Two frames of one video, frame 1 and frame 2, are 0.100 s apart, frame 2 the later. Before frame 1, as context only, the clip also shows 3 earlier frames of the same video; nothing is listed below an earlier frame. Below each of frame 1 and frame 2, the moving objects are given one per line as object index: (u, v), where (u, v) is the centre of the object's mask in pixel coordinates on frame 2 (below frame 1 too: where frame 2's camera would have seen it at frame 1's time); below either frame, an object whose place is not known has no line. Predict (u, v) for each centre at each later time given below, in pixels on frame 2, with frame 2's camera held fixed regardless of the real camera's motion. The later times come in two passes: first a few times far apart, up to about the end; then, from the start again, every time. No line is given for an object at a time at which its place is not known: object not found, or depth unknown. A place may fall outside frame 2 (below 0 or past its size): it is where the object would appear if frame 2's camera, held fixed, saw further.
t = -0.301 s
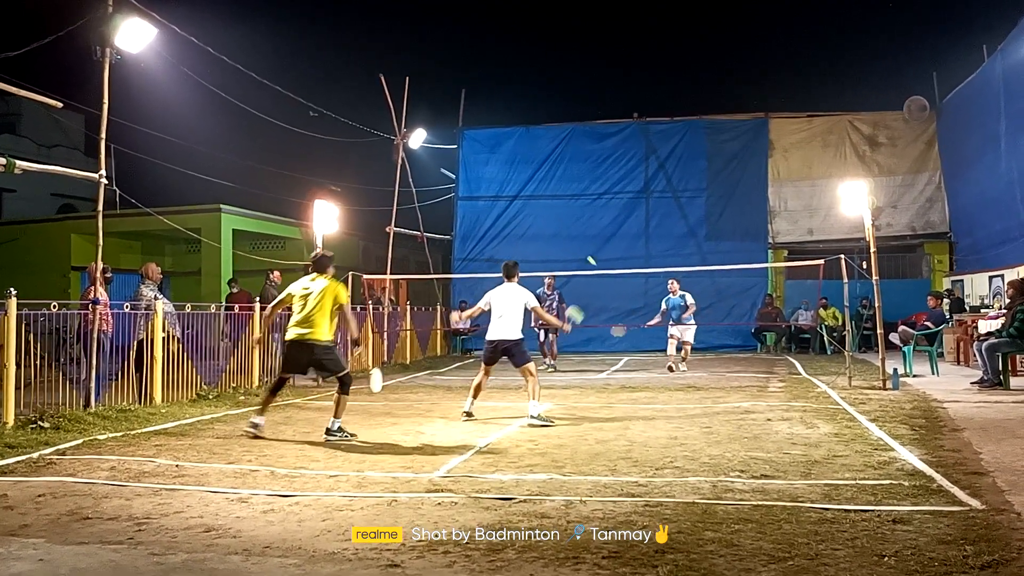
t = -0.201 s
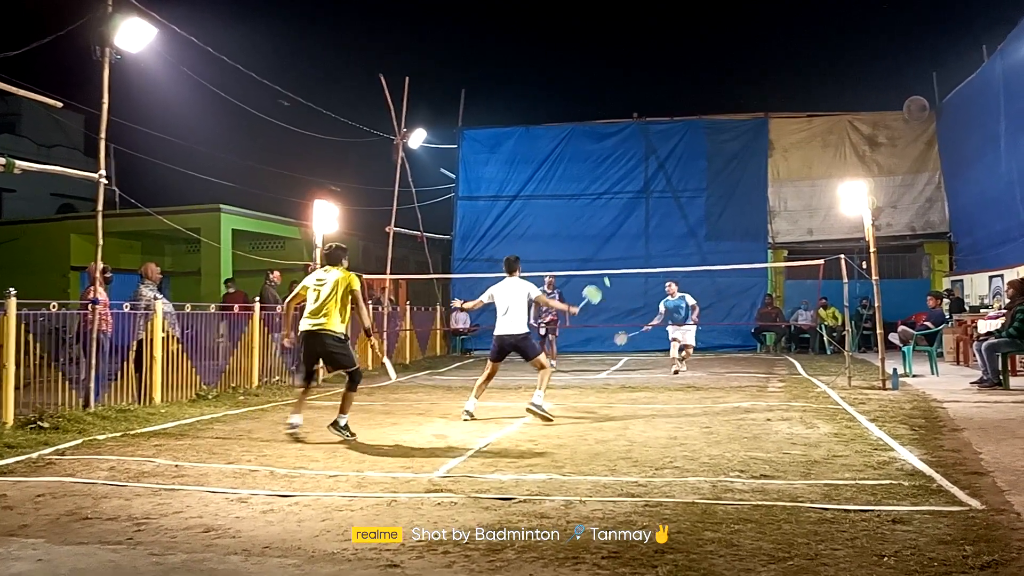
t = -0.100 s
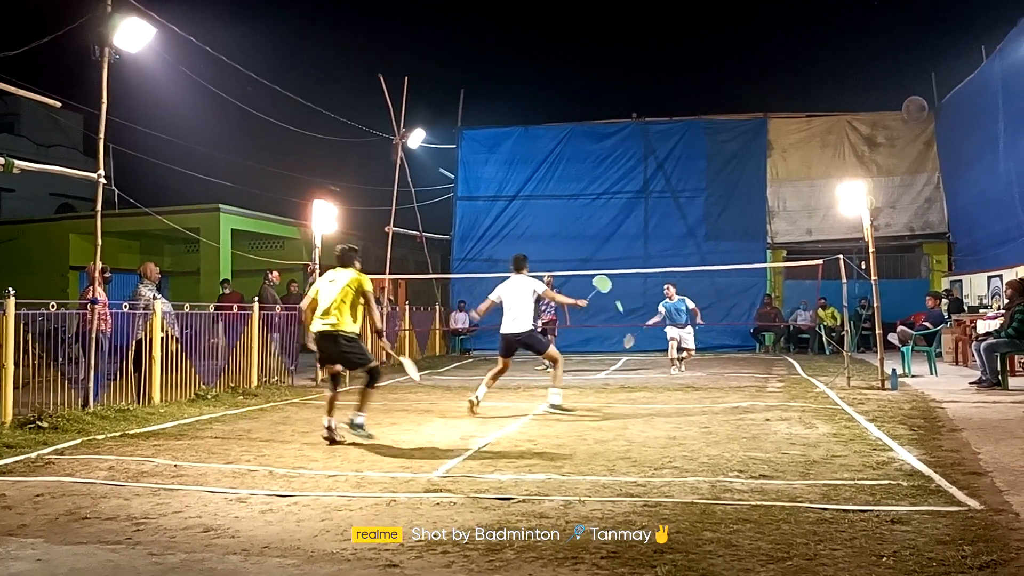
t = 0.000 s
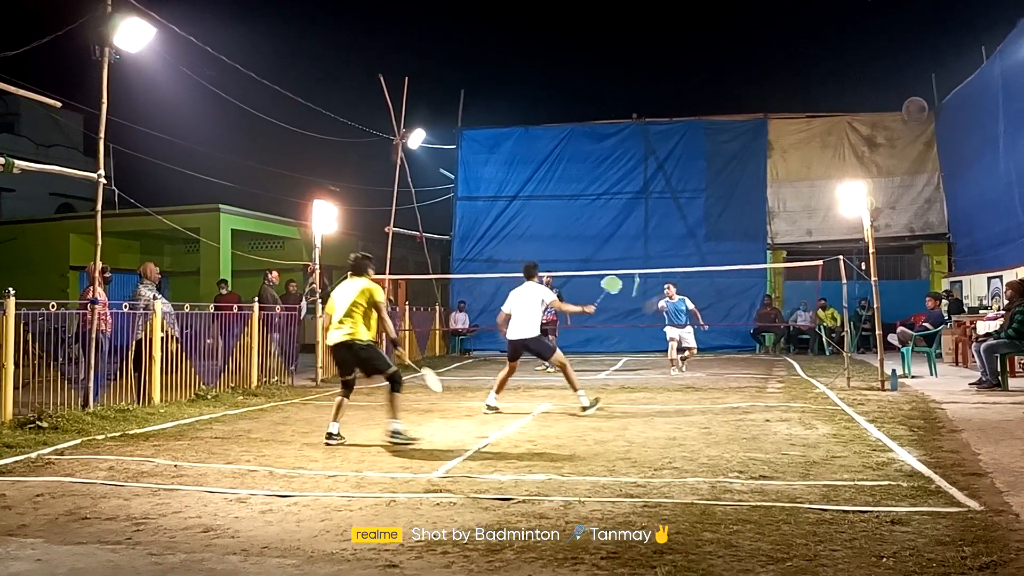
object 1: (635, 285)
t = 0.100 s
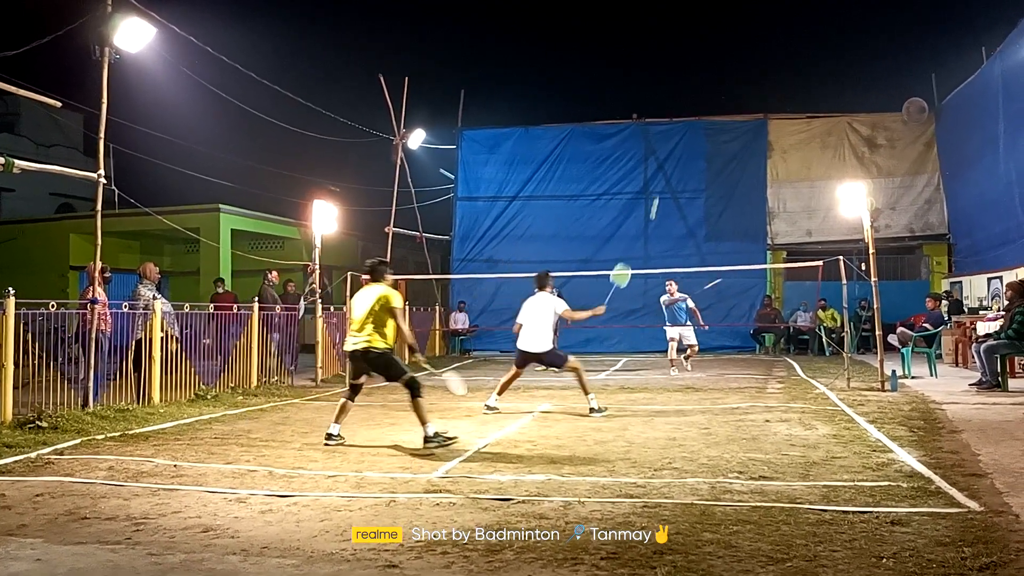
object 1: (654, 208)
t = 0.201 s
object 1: (672, 146)
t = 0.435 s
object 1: (709, 49)
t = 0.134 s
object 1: (660, 187)
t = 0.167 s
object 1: (666, 165)
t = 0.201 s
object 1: (672, 146)
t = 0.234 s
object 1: (677, 129)
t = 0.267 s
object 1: (683, 112)
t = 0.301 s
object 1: (688, 97)
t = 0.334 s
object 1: (694, 84)
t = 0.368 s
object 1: (699, 72)
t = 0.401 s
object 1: (704, 60)
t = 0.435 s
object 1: (709, 49)
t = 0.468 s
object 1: (714, 40)
